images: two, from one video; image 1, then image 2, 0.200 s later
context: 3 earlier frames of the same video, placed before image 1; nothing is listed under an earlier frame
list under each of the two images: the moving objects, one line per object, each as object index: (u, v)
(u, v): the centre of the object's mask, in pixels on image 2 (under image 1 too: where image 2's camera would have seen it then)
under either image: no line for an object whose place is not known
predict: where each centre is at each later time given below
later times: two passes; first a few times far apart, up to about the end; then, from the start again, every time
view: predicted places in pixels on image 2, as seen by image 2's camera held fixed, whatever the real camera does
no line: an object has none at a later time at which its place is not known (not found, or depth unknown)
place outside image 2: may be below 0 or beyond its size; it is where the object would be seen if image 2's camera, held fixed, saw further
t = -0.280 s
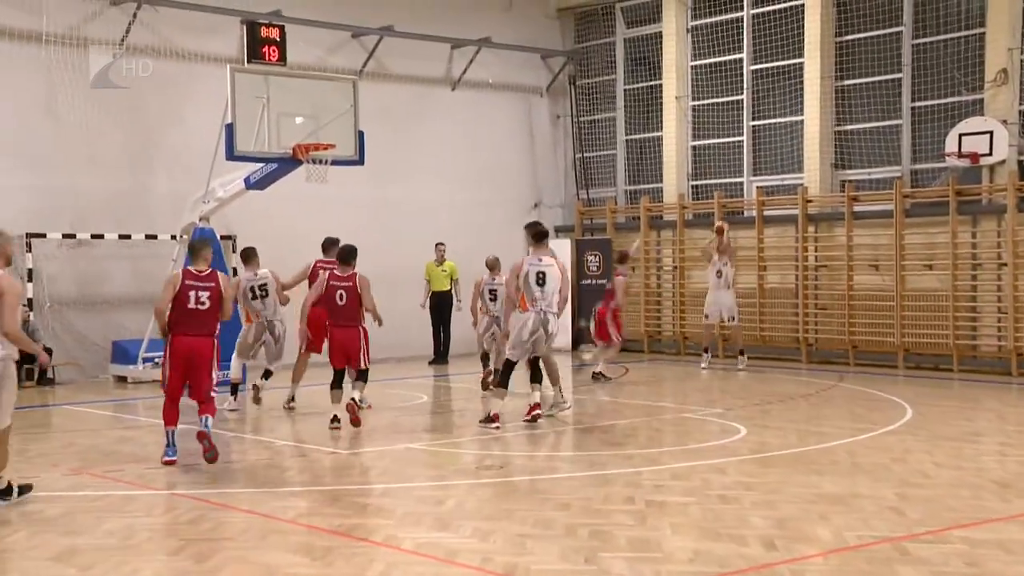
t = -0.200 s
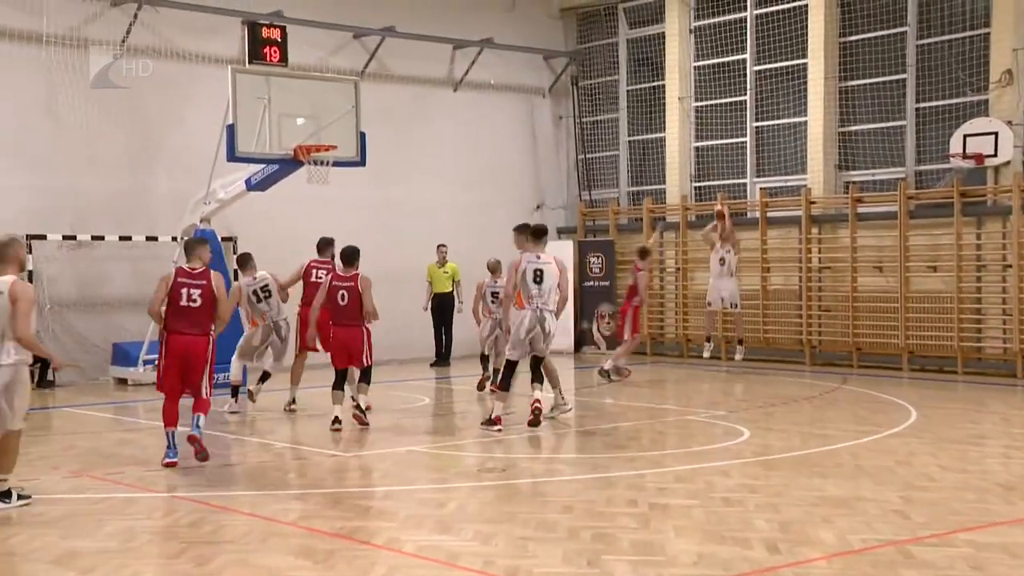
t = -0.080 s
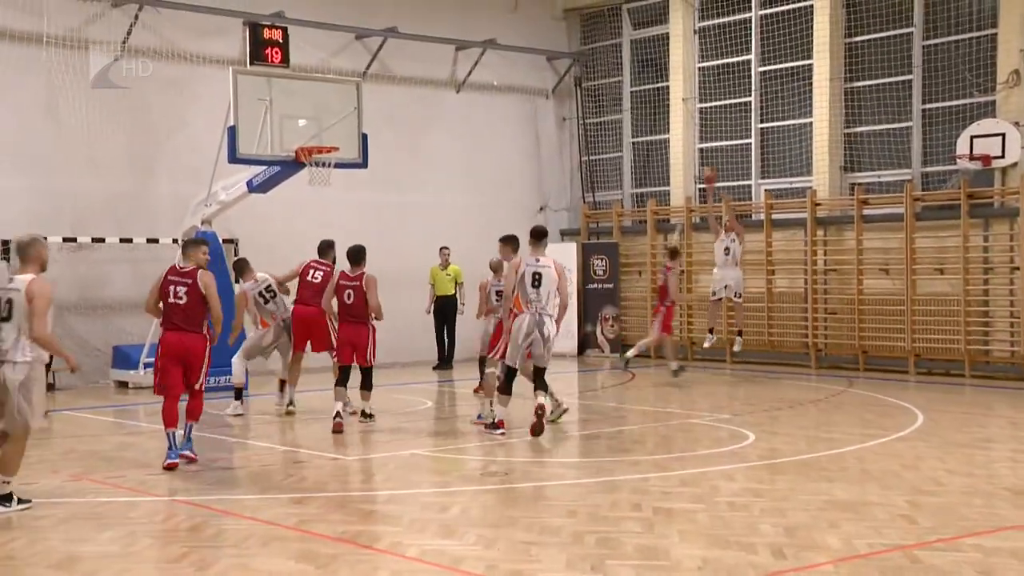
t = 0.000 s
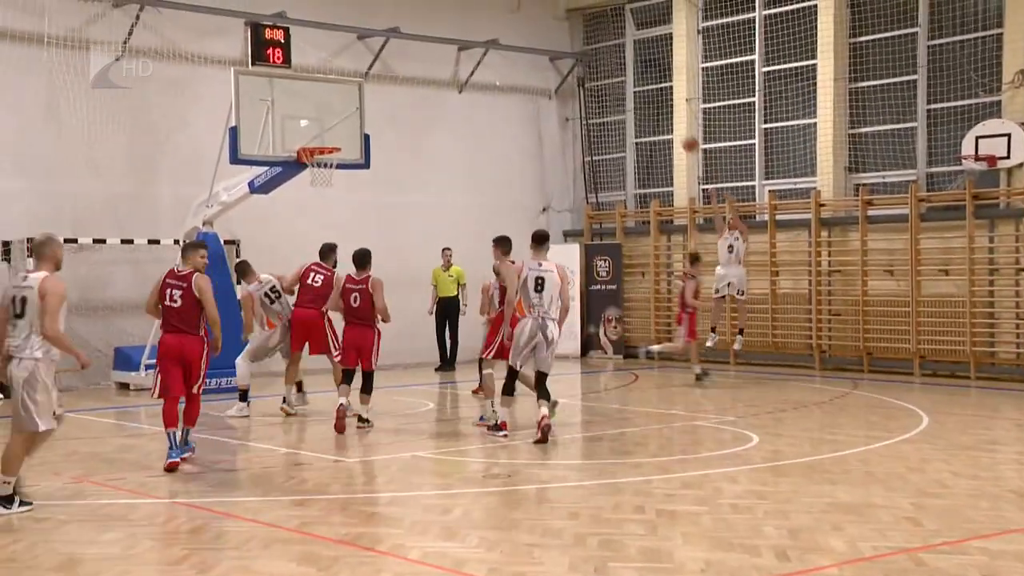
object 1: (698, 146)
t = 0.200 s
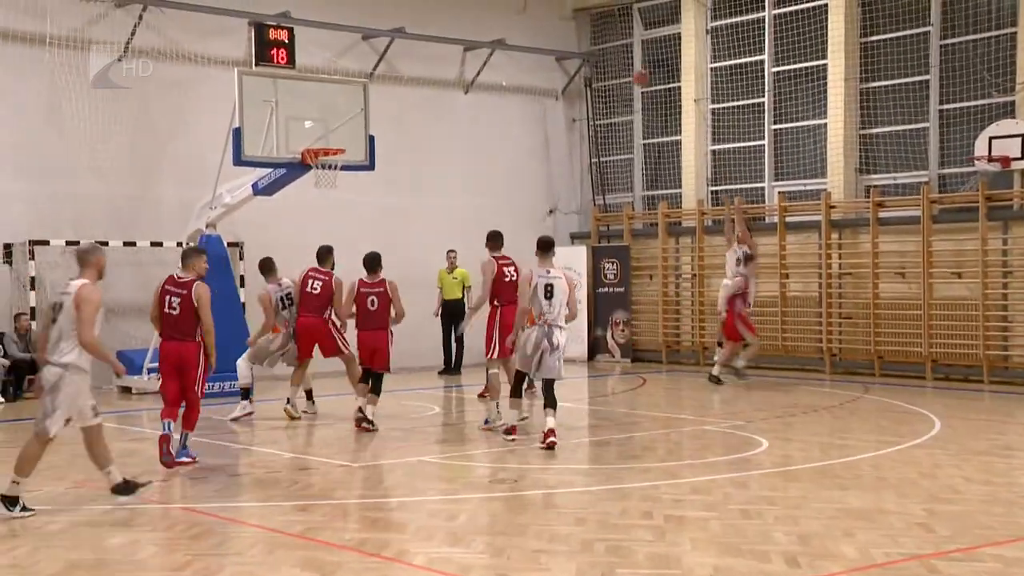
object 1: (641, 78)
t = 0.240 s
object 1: (629, 67)
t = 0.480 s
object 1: (554, 25)
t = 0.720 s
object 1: (475, 25)
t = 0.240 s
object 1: (629, 67)
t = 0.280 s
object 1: (617, 58)
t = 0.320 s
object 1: (604, 48)
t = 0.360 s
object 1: (592, 41)
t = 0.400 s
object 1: (579, 34)
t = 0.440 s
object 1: (566, 29)
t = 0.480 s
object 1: (554, 25)
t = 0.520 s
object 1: (541, 22)
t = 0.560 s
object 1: (529, 21)
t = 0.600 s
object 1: (516, 20)
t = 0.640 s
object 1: (503, 21)
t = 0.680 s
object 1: (489, 23)
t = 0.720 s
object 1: (475, 25)
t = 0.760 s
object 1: (462, 29)
